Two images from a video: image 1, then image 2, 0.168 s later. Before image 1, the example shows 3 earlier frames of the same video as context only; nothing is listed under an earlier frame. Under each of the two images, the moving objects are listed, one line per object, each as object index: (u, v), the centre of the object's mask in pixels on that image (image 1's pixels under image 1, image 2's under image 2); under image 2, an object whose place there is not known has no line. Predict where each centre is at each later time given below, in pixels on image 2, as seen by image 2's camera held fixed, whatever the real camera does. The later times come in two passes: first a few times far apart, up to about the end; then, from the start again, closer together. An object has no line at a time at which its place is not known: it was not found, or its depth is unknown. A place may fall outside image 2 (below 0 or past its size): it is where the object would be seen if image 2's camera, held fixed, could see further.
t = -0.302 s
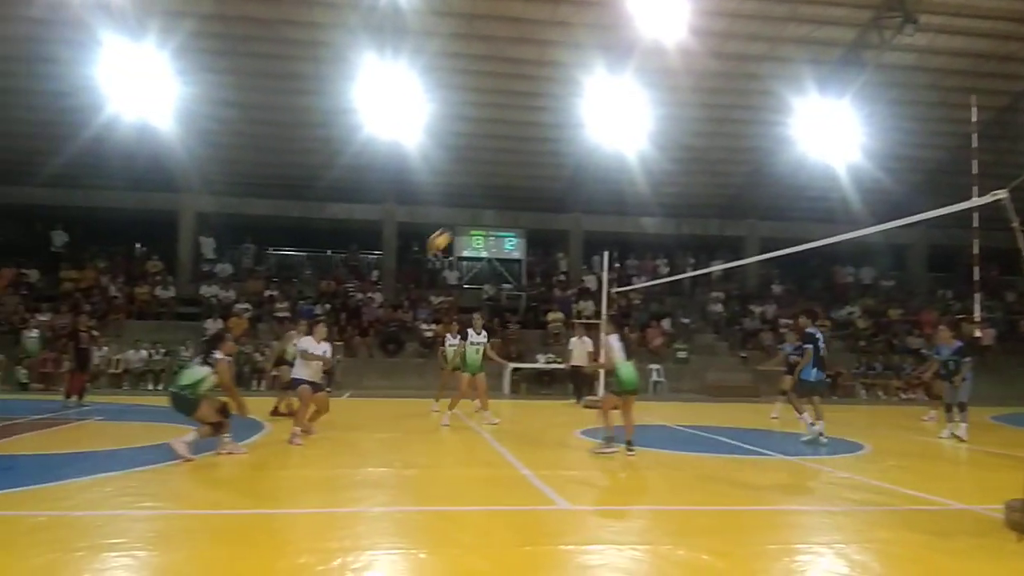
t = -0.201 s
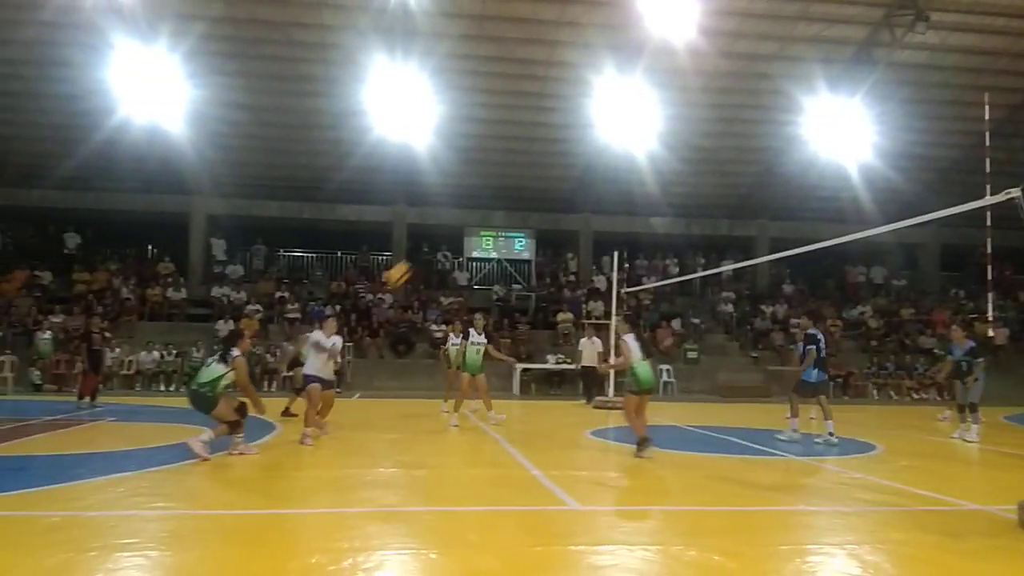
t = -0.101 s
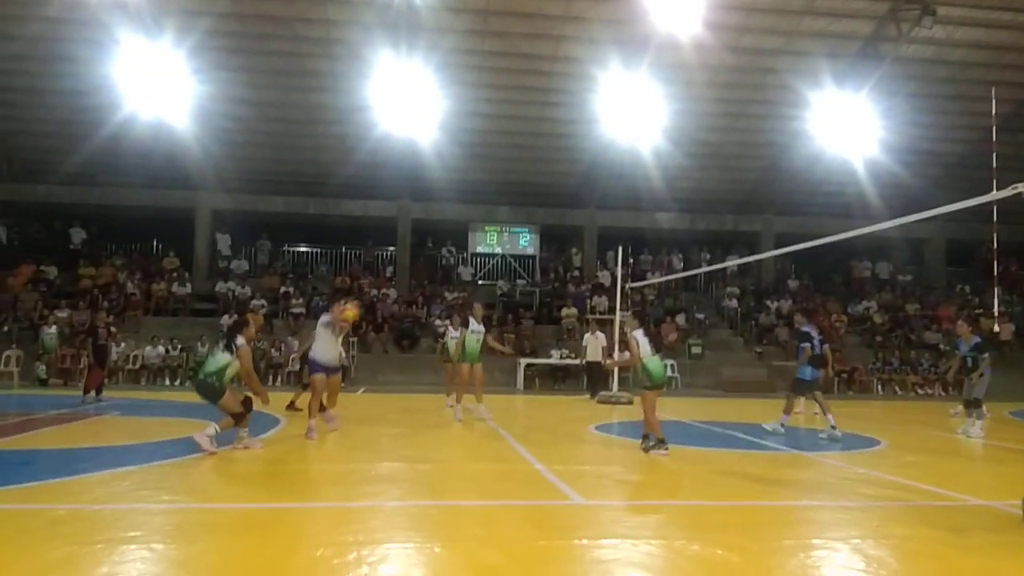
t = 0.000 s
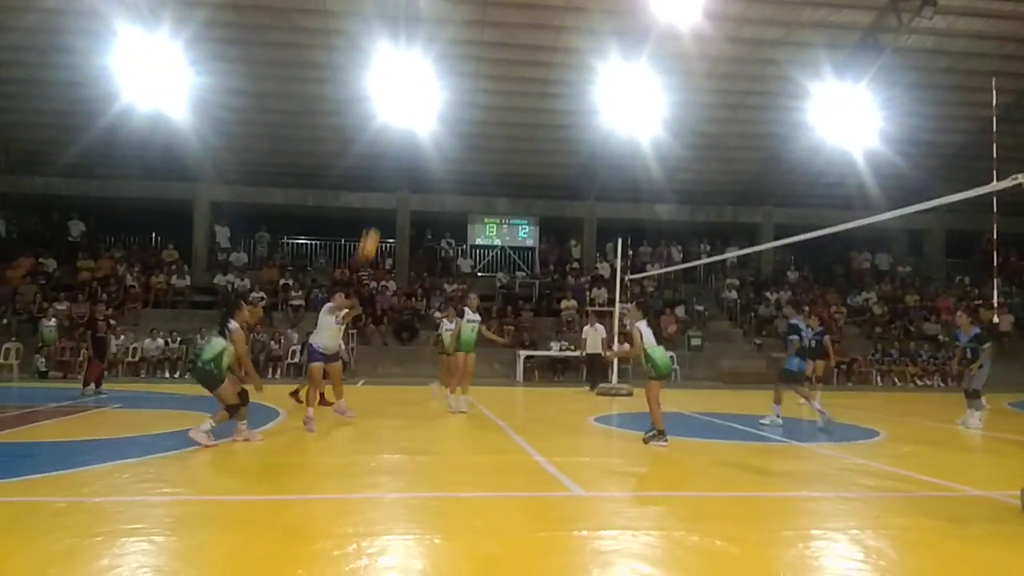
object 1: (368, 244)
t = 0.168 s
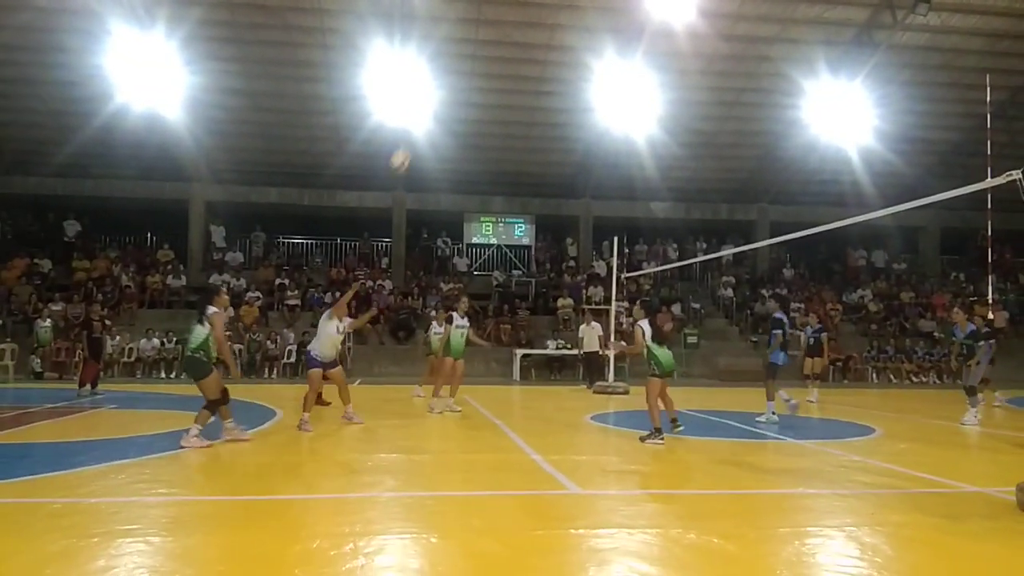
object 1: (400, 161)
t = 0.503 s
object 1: (465, 67)
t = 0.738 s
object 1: (506, 60)
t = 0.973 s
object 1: (544, 95)
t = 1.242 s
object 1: (584, 183)
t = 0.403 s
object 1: (449, 84)
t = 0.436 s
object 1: (454, 76)
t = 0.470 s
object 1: (460, 72)
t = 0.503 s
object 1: (465, 67)
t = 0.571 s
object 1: (477, 60)
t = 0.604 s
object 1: (483, 58)
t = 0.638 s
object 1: (489, 57)
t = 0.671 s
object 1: (495, 58)
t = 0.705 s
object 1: (500, 58)
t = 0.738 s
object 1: (506, 60)
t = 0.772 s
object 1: (511, 62)
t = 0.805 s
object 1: (517, 66)
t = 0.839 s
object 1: (523, 69)
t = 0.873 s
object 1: (528, 74)
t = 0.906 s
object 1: (533, 80)
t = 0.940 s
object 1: (539, 87)
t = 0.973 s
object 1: (544, 95)
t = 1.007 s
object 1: (549, 102)
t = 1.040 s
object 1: (554, 112)
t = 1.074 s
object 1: (559, 122)
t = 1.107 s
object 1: (564, 133)
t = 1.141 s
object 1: (569, 144)
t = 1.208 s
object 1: (579, 168)
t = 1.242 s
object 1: (584, 183)
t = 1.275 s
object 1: (589, 196)
